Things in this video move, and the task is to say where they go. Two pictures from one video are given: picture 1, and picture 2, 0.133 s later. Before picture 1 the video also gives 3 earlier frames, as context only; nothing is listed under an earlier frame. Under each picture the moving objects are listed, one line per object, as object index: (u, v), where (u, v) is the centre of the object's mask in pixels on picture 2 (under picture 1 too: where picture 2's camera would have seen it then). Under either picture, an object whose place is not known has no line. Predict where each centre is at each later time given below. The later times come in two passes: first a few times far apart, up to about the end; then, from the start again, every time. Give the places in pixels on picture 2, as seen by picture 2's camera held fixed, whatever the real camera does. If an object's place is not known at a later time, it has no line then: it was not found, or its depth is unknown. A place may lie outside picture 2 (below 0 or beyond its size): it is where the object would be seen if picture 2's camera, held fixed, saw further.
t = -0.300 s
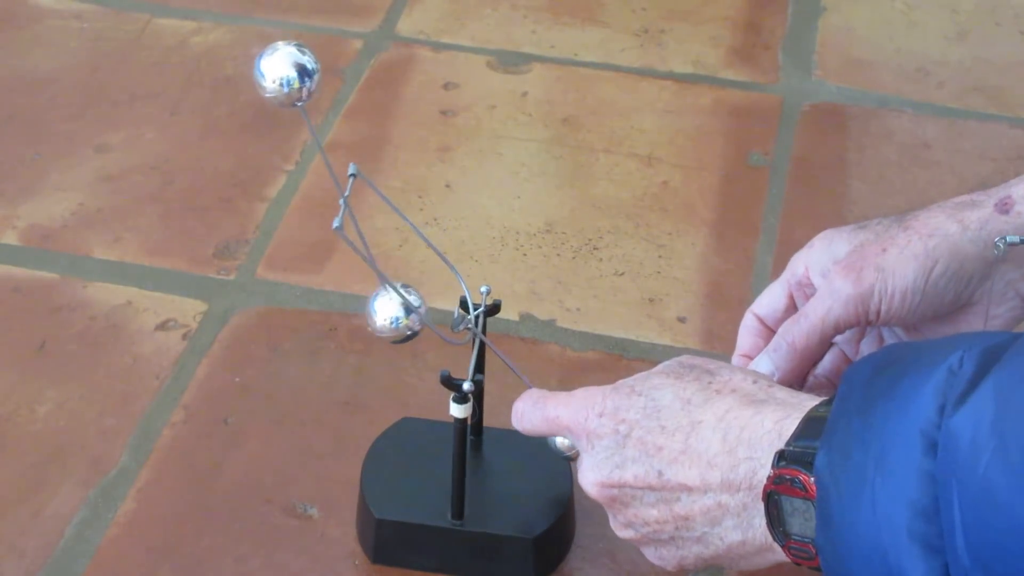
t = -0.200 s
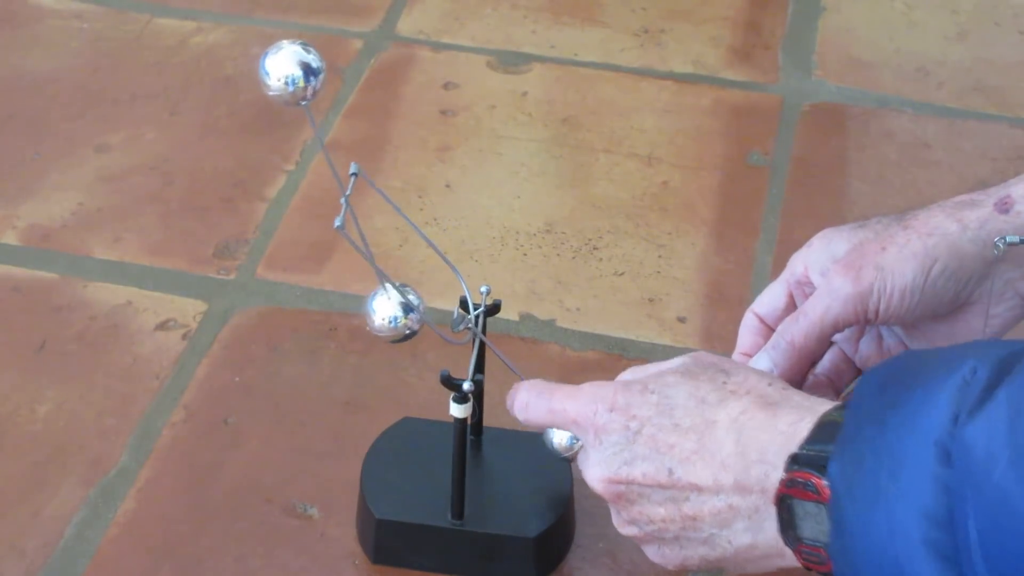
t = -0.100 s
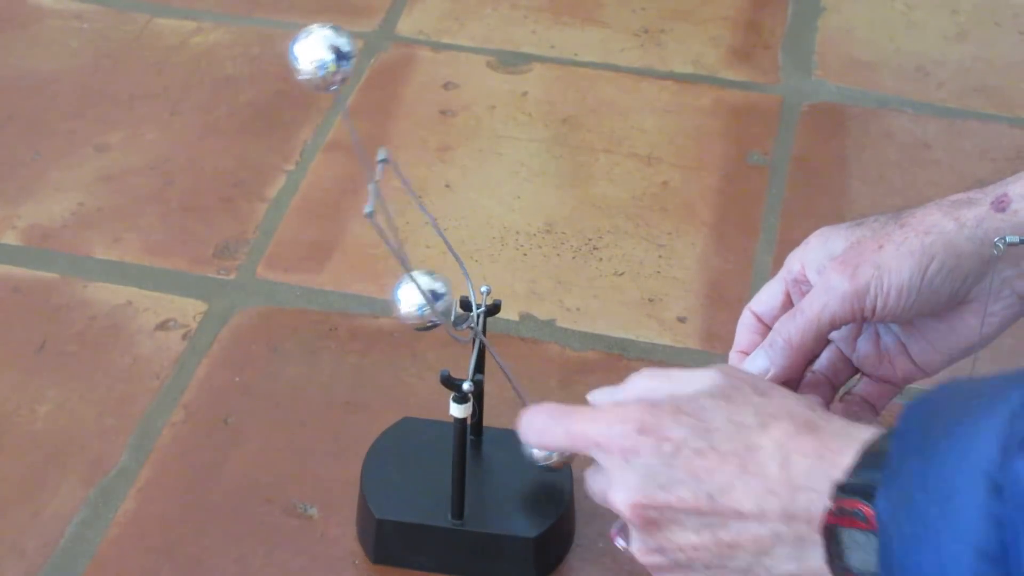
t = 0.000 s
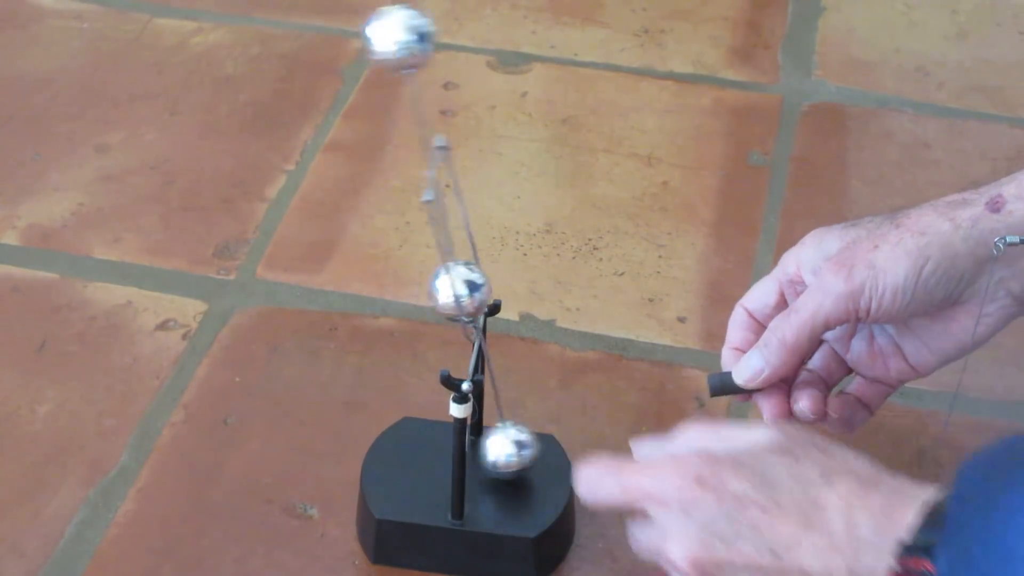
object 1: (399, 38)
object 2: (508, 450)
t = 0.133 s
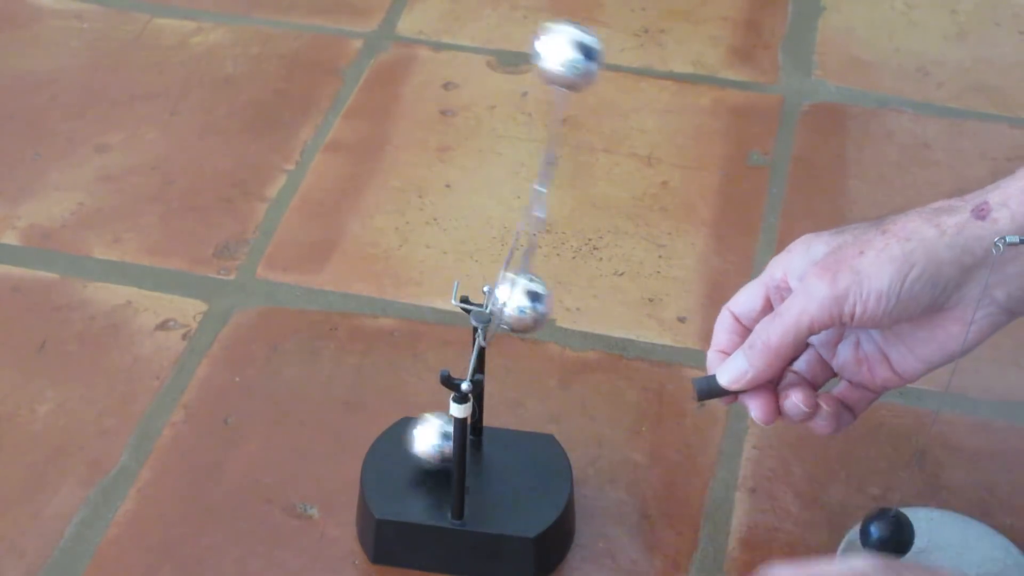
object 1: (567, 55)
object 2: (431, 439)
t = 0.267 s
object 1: (679, 115)
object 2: (389, 404)
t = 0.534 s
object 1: (746, 163)
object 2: (387, 390)
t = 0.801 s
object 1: (611, 89)
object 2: (482, 449)
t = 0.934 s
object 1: (498, 98)
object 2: (529, 420)
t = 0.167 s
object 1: (600, 68)
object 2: (419, 431)
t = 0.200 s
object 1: (630, 83)
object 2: (405, 424)
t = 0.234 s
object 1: (657, 98)
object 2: (394, 416)
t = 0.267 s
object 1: (679, 115)
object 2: (389, 404)
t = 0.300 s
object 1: (697, 129)
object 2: (381, 400)
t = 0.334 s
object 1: (712, 143)
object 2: (376, 395)
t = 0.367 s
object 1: (724, 153)
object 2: (375, 390)
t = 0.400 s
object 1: (733, 161)
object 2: (373, 388)
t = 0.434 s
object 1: (739, 166)
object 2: (369, 389)
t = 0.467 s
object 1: (744, 168)
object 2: (373, 389)
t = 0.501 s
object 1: (746, 167)
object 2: (382, 386)
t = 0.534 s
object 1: (746, 163)
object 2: (387, 390)
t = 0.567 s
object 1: (742, 157)
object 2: (384, 401)
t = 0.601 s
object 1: (730, 153)
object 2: (392, 405)
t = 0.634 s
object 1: (724, 137)
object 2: (395, 418)
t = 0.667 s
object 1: (704, 123)
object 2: (406, 425)
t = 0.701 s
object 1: (687, 112)
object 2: (420, 433)
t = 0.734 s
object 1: (663, 103)
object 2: (432, 441)
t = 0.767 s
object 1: (639, 95)
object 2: (452, 445)
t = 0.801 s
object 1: (611, 89)
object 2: (482, 449)
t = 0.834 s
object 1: (579, 86)
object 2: (494, 450)
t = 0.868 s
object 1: (548, 88)
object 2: (507, 431)
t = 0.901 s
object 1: (521, 92)
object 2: (520, 424)
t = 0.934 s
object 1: (498, 98)
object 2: (529, 420)
